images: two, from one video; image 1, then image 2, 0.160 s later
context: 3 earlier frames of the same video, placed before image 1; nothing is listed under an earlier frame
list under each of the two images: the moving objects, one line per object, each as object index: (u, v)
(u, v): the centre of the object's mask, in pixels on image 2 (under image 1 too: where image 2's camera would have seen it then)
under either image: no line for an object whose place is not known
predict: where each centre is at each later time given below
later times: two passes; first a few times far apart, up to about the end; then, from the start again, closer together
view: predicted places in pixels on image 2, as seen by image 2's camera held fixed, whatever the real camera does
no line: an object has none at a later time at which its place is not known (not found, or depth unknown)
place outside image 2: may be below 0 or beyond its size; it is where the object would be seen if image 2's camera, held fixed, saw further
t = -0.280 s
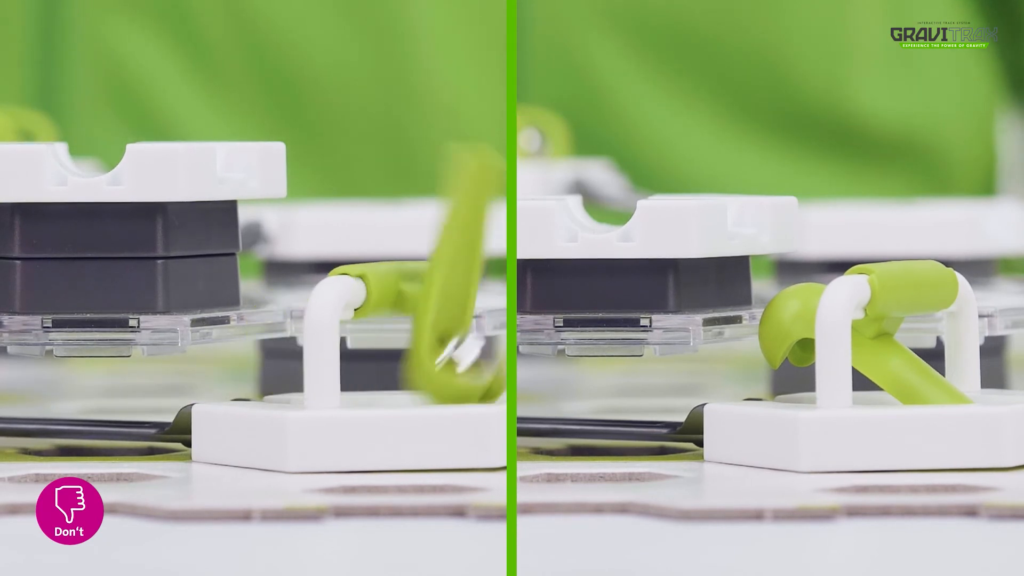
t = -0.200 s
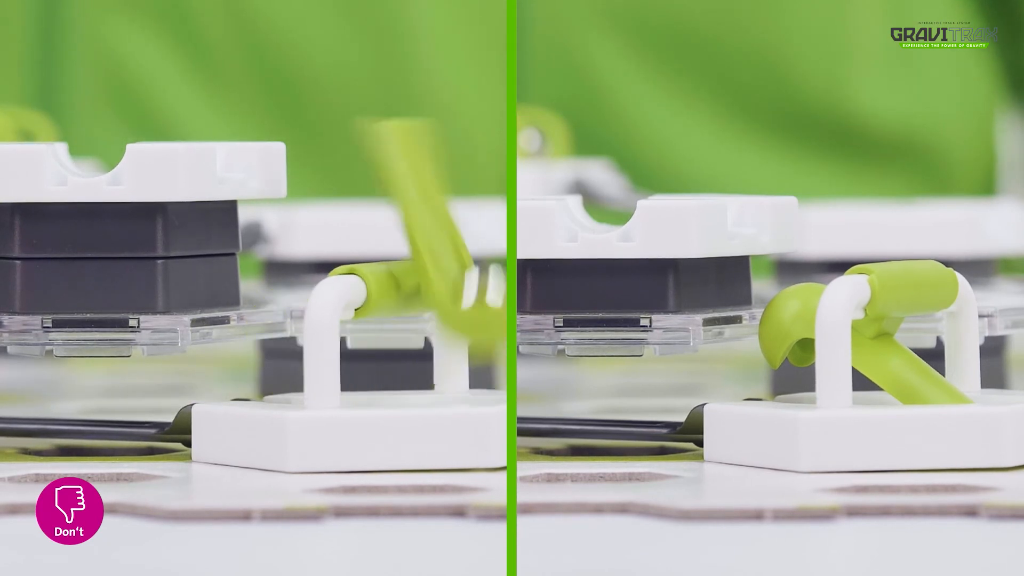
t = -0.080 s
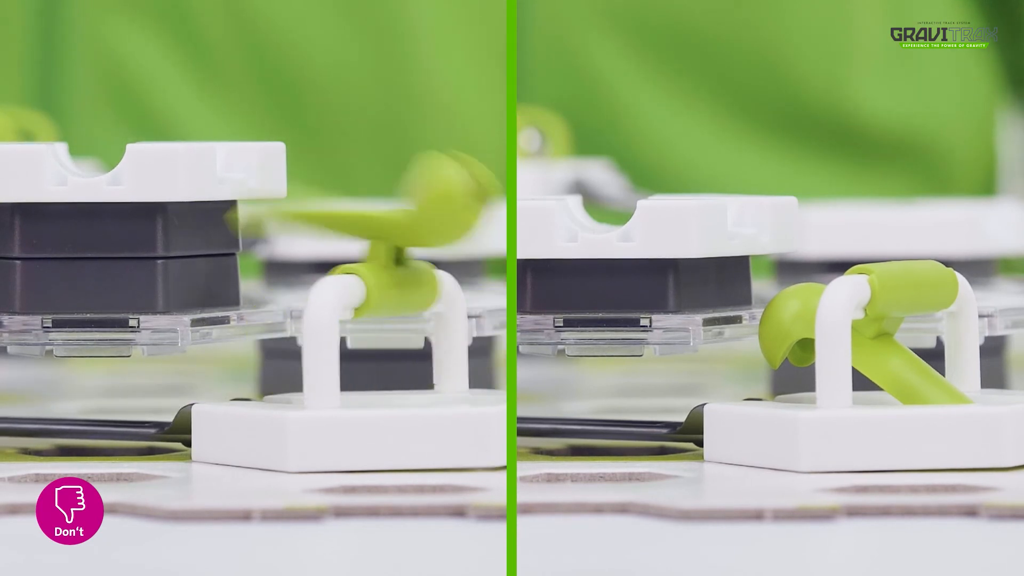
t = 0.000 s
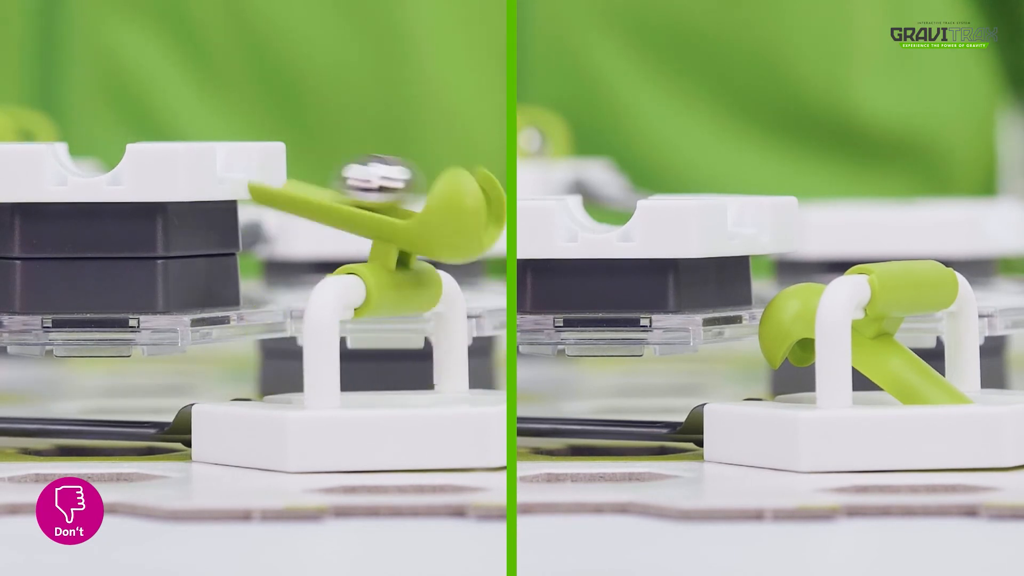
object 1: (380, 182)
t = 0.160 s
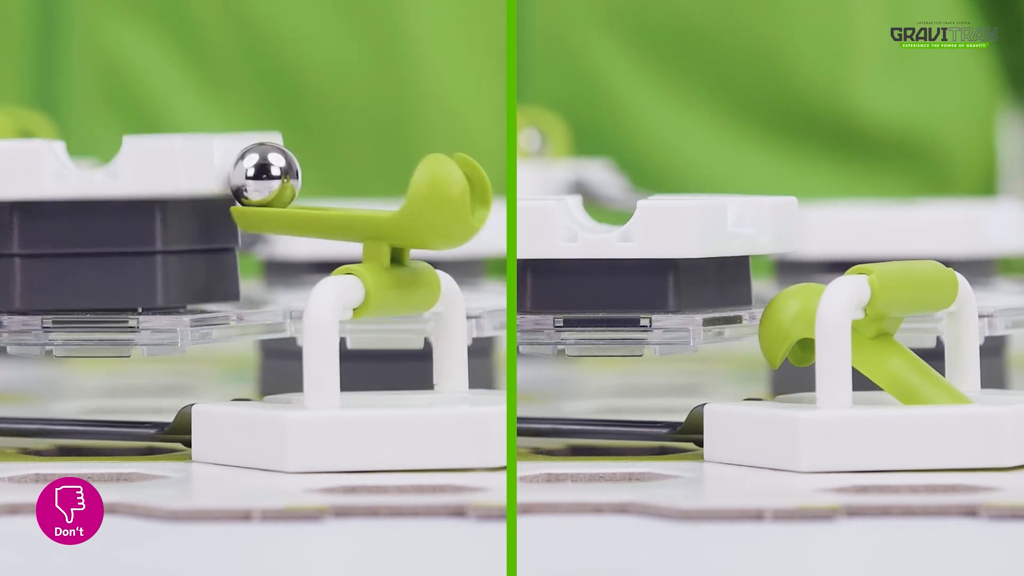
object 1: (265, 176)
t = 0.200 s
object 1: (265, 176)
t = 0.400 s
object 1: (270, 183)
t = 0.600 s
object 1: (275, 183)
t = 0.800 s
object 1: (277, 184)
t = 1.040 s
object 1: (279, 184)
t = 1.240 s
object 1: (283, 184)
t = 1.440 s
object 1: (288, 185)
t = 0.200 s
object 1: (265, 176)
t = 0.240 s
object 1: (265, 176)
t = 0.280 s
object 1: (265, 177)
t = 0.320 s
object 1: (266, 178)
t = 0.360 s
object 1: (268, 180)
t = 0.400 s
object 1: (270, 183)
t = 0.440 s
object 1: (273, 185)
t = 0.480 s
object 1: (274, 182)
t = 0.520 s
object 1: (274, 181)
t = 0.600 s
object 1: (275, 183)
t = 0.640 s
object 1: (275, 185)
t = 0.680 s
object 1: (276, 184)
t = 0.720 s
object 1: (276, 183)
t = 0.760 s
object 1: (276, 184)
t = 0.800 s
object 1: (277, 184)
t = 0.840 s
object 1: (278, 184)
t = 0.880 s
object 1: (278, 184)
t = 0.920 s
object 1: (279, 184)
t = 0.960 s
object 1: (279, 184)
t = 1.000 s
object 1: (279, 184)
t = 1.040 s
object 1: (279, 184)
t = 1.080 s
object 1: (280, 184)
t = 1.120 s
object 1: (280, 184)
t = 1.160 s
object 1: (282, 184)
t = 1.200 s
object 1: (282, 184)
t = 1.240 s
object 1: (283, 184)
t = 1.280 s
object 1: (284, 184)
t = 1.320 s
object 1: (285, 184)
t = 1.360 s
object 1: (285, 184)
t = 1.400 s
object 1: (287, 184)
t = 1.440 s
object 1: (288, 185)
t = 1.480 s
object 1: (289, 185)
